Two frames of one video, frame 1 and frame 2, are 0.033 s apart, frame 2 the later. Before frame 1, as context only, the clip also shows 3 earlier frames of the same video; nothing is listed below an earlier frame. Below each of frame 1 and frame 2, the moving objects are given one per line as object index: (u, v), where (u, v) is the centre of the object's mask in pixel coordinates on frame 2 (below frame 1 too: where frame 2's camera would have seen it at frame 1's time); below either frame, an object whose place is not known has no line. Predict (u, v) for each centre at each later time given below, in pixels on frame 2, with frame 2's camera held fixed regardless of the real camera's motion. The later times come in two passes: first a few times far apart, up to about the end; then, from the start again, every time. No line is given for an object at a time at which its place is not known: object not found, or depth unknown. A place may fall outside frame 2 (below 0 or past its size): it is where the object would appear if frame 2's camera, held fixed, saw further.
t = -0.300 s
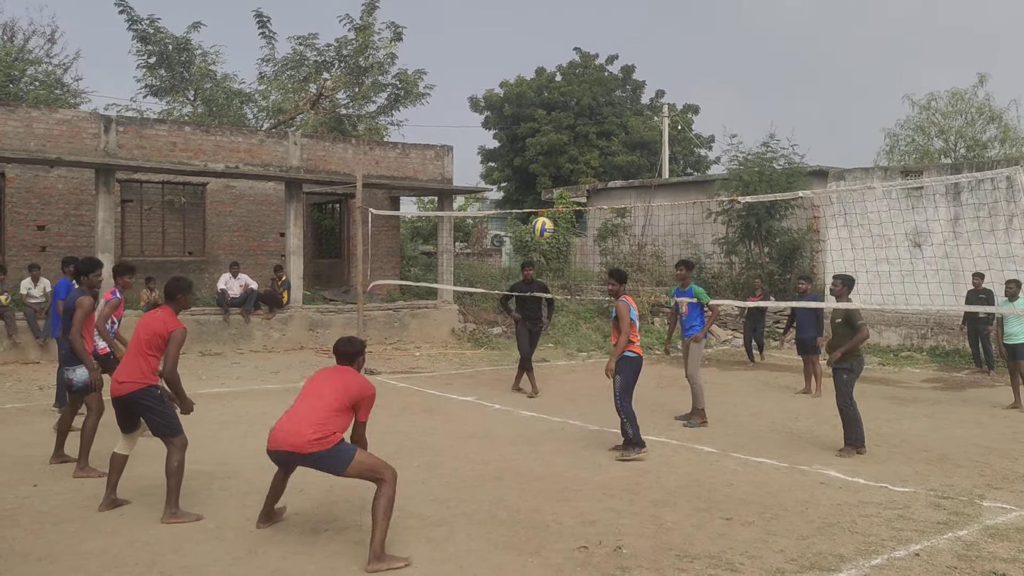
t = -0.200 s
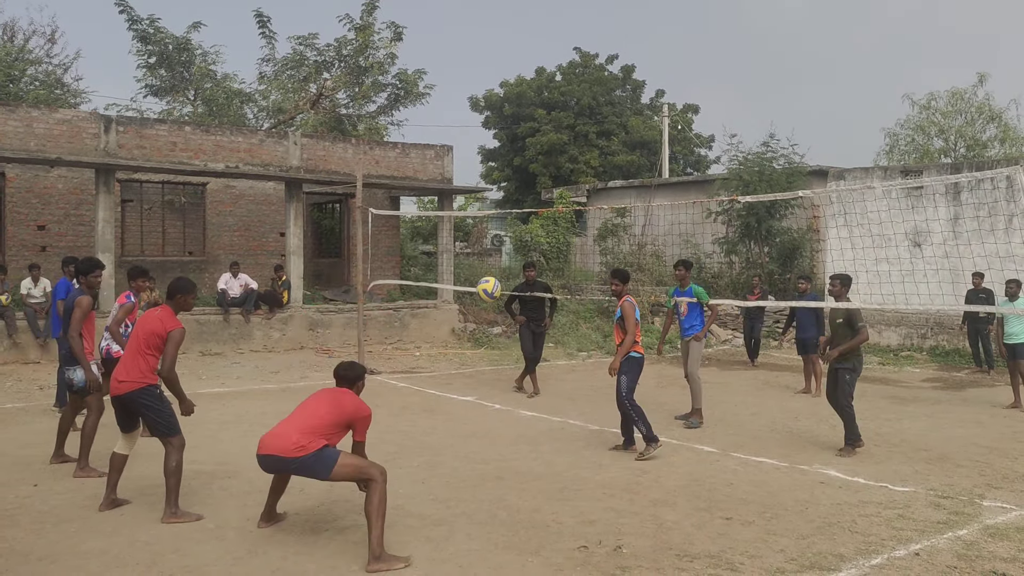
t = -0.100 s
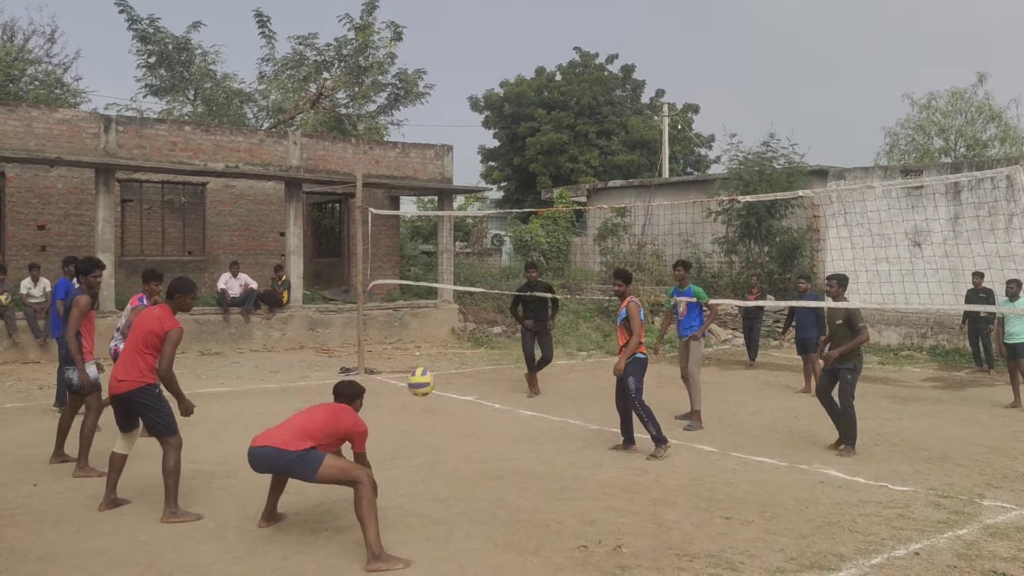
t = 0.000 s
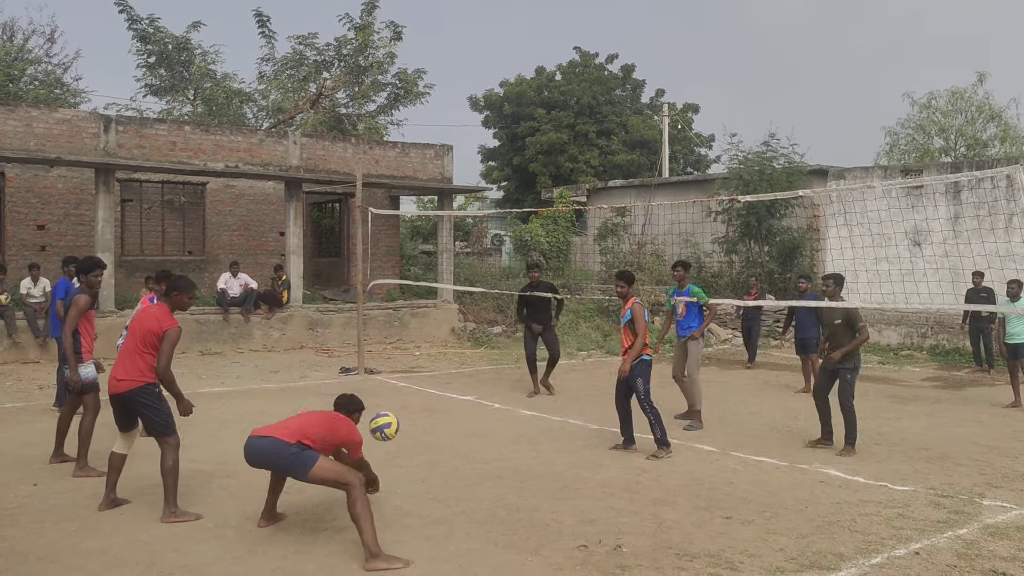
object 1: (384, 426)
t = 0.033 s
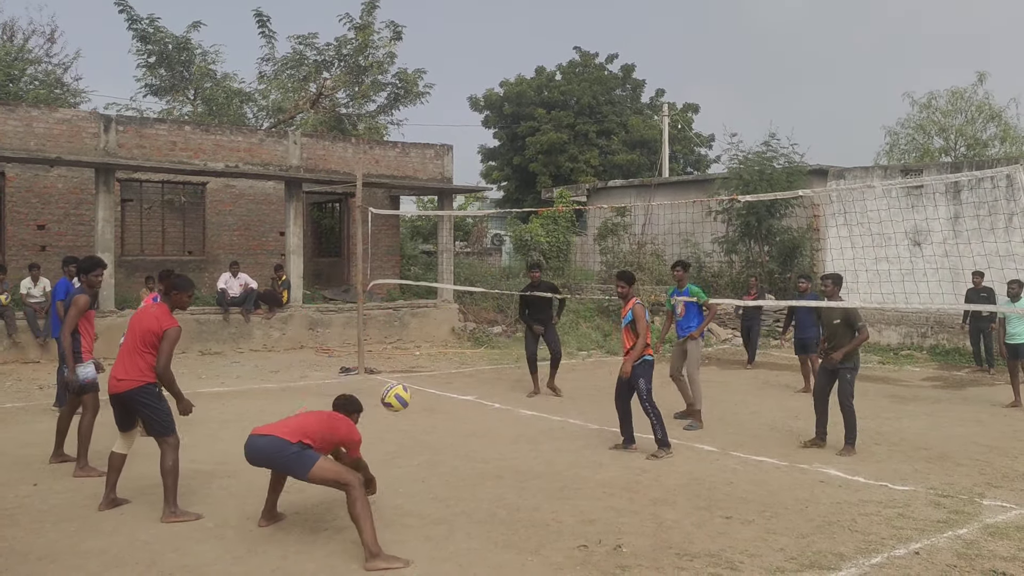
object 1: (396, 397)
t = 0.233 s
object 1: (464, 253)
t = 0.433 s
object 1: (530, 167)
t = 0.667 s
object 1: (608, 137)
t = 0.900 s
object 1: (684, 185)
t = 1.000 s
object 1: (716, 231)
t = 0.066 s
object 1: (407, 369)
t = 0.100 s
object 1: (419, 342)
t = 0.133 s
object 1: (430, 317)
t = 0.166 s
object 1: (441, 294)
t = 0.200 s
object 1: (453, 273)
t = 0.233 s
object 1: (464, 253)
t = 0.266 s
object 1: (474, 235)
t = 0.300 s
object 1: (486, 218)
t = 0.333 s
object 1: (497, 203)
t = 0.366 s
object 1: (508, 190)
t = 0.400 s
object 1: (519, 177)
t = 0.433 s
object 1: (530, 167)
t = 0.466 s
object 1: (541, 158)
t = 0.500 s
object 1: (553, 150)
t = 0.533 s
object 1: (564, 144)
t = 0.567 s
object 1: (575, 140)
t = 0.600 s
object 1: (586, 137)
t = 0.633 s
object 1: (597, 136)
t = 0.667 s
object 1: (608, 137)
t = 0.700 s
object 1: (619, 139)
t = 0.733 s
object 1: (630, 142)
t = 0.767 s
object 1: (641, 148)
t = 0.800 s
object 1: (652, 155)
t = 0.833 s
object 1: (662, 164)
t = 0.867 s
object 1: (673, 174)
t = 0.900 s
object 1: (684, 185)
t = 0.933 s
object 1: (695, 199)
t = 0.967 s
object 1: (705, 214)
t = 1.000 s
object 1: (716, 231)
